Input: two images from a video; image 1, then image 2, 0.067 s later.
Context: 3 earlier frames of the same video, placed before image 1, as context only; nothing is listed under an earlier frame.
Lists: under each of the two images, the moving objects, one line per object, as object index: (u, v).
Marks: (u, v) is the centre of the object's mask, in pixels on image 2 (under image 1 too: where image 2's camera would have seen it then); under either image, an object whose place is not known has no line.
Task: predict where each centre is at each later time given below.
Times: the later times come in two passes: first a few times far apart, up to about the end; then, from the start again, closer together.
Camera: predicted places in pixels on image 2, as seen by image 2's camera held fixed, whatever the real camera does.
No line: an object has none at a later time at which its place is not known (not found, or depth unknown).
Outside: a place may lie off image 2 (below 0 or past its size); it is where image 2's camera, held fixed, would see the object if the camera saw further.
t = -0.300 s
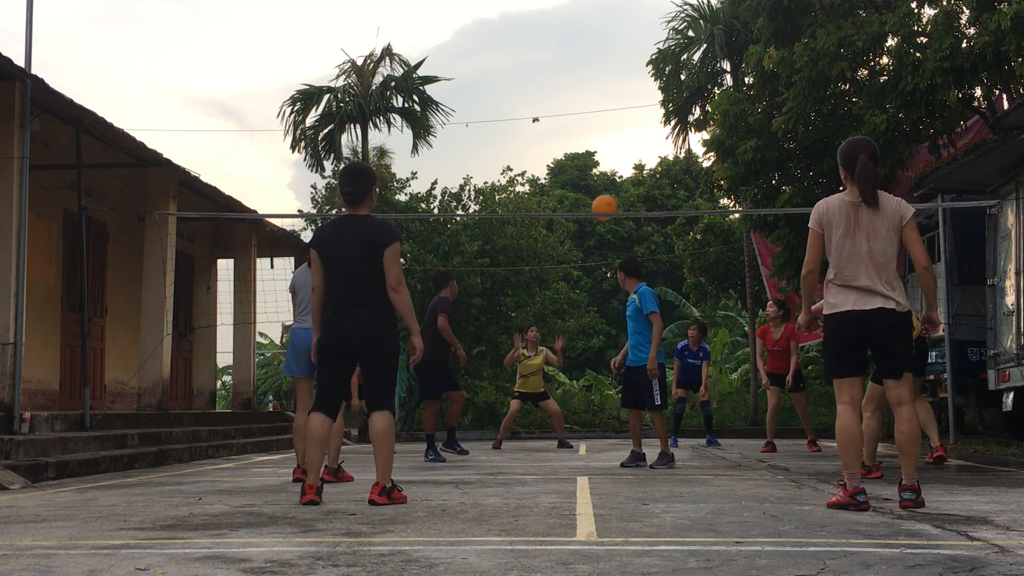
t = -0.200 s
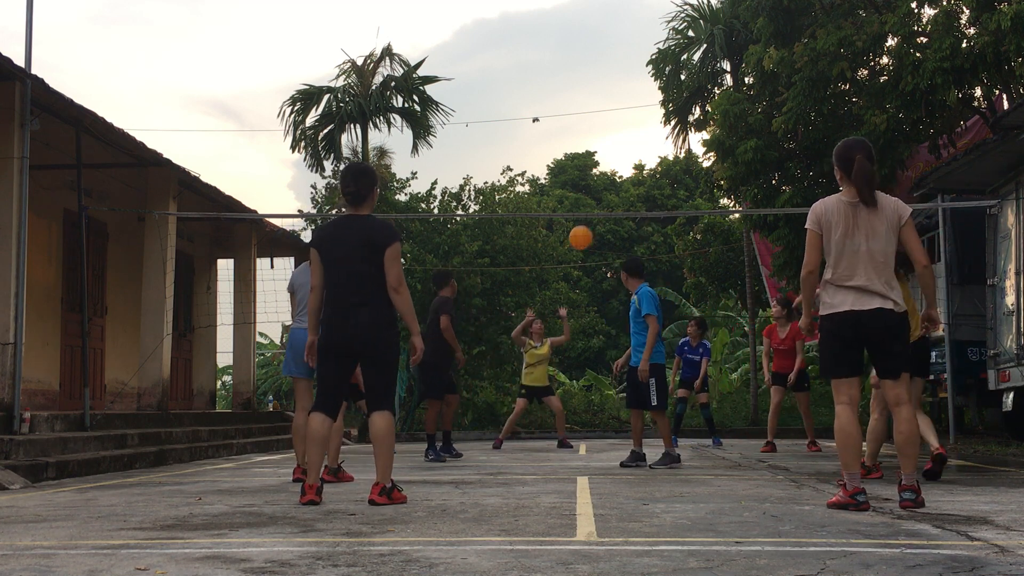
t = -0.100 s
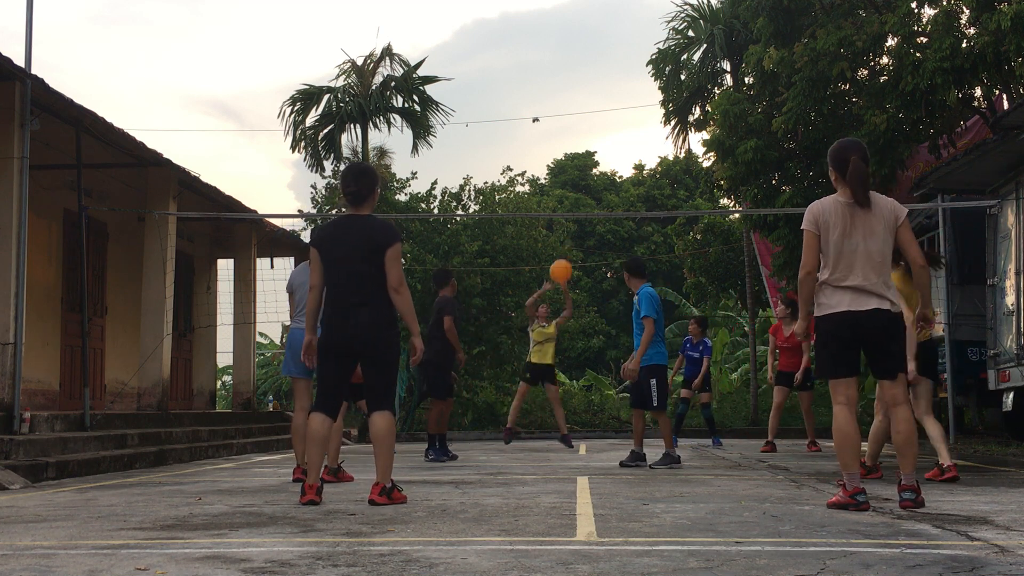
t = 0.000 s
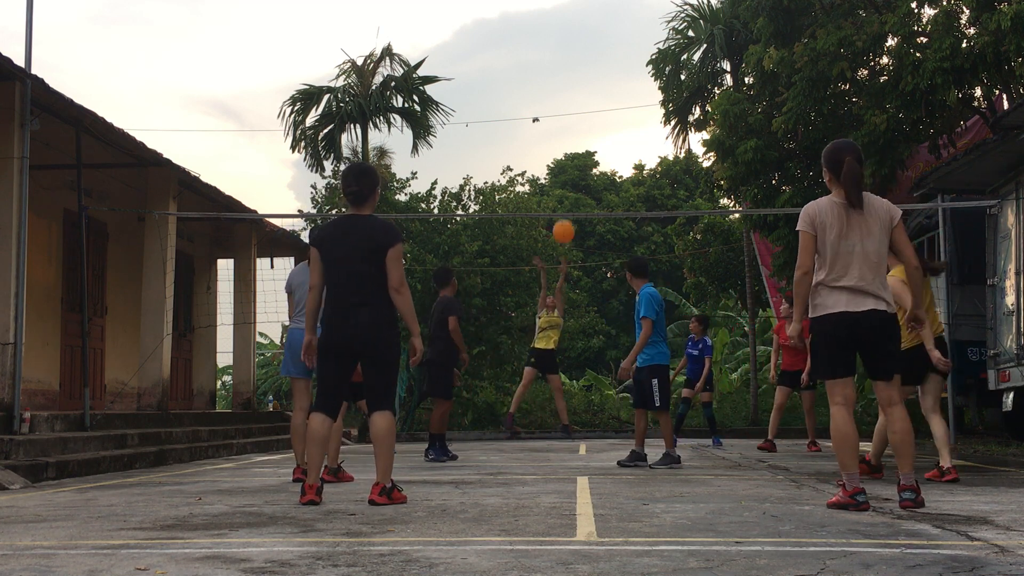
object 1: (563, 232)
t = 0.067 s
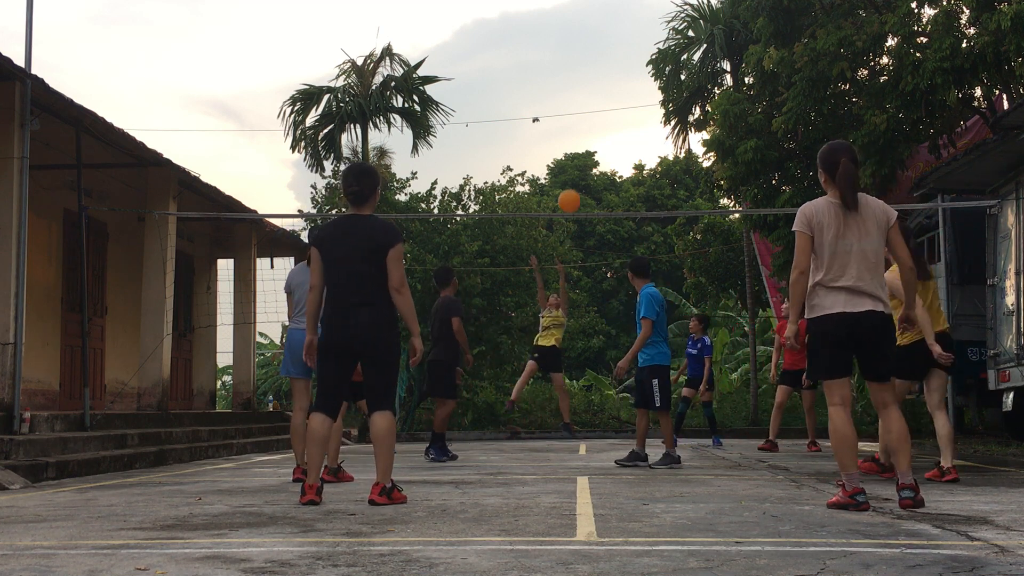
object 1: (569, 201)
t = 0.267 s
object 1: (585, 133)
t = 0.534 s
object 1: (606, 94)
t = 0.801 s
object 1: (627, 118)
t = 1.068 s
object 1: (650, 209)
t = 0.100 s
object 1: (572, 187)
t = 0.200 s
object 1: (579, 152)
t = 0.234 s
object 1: (582, 142)
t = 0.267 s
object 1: (585, 133)
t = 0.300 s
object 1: (588, 125)
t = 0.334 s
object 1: (590, 117)
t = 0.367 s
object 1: (593, 111)
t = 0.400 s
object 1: (595, 106)
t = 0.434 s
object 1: (598, 102)
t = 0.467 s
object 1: (601, 98)
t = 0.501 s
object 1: (603, 96)
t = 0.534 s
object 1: (606, 94)
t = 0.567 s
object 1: (608, 94)
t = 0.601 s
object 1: (611, 94)
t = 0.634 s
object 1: (614, 96)
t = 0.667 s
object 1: (616, 98)
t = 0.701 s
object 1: (619, 102)
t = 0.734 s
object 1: (622, 106)
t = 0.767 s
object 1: (625, 112)
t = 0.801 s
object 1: (627, 118)
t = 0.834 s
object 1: (630, 126)
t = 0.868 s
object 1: (633, 135)
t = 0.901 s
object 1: (636, 145)
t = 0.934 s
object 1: (639, 156)
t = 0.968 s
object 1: (642, 168)
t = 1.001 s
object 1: (645, 181)
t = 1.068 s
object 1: (650, 209)
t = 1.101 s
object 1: (653, 227)
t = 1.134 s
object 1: (655, 243)
